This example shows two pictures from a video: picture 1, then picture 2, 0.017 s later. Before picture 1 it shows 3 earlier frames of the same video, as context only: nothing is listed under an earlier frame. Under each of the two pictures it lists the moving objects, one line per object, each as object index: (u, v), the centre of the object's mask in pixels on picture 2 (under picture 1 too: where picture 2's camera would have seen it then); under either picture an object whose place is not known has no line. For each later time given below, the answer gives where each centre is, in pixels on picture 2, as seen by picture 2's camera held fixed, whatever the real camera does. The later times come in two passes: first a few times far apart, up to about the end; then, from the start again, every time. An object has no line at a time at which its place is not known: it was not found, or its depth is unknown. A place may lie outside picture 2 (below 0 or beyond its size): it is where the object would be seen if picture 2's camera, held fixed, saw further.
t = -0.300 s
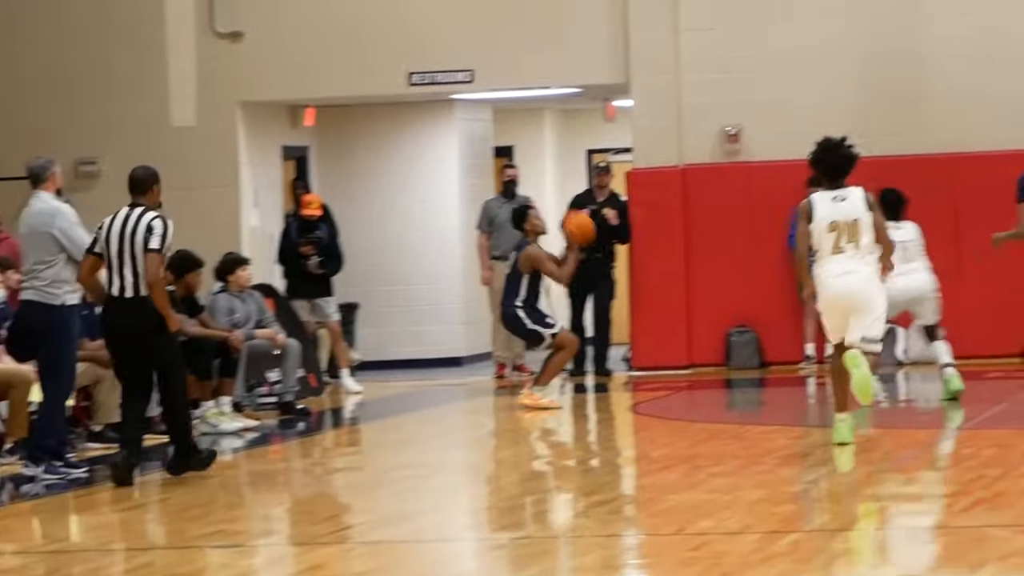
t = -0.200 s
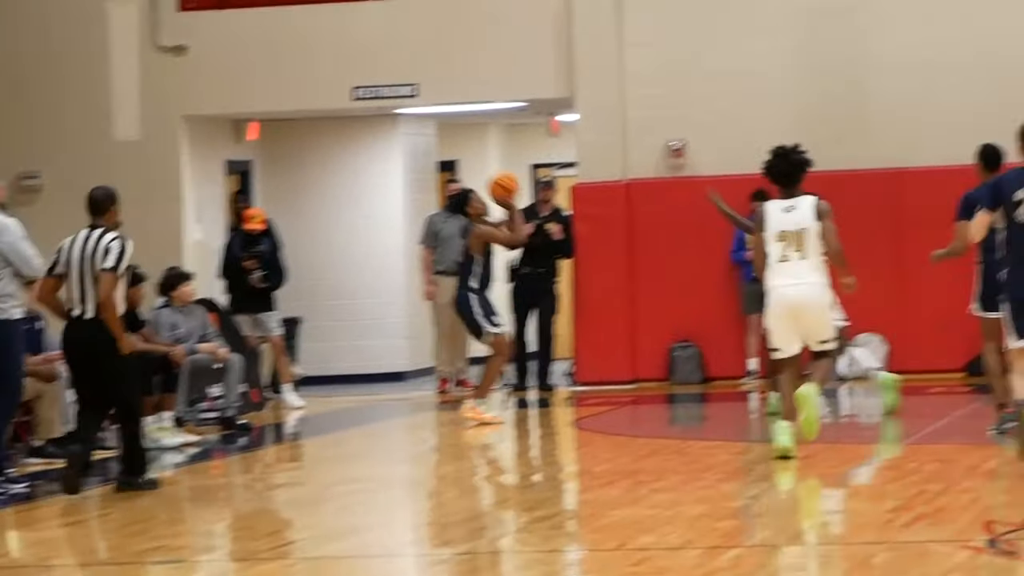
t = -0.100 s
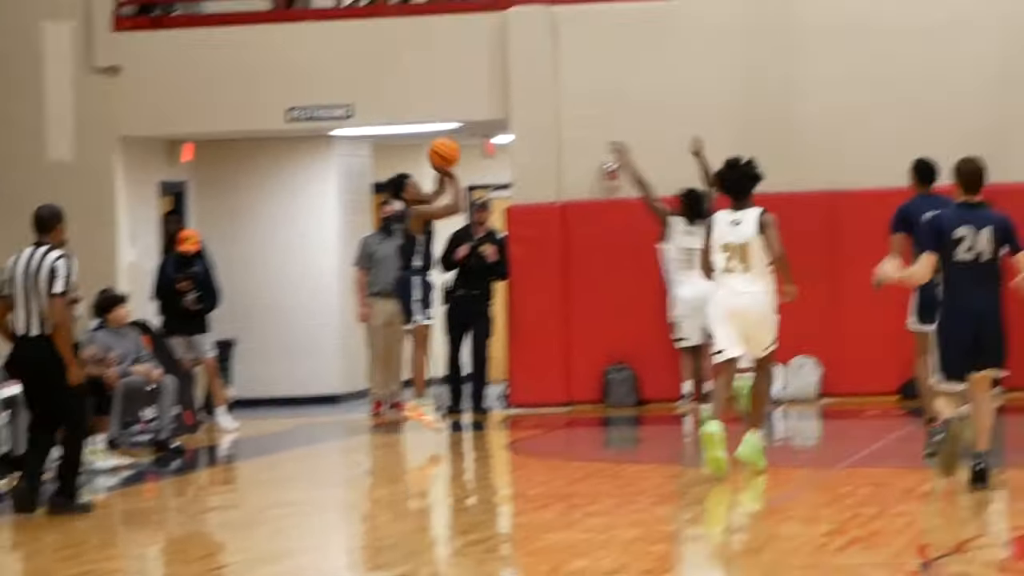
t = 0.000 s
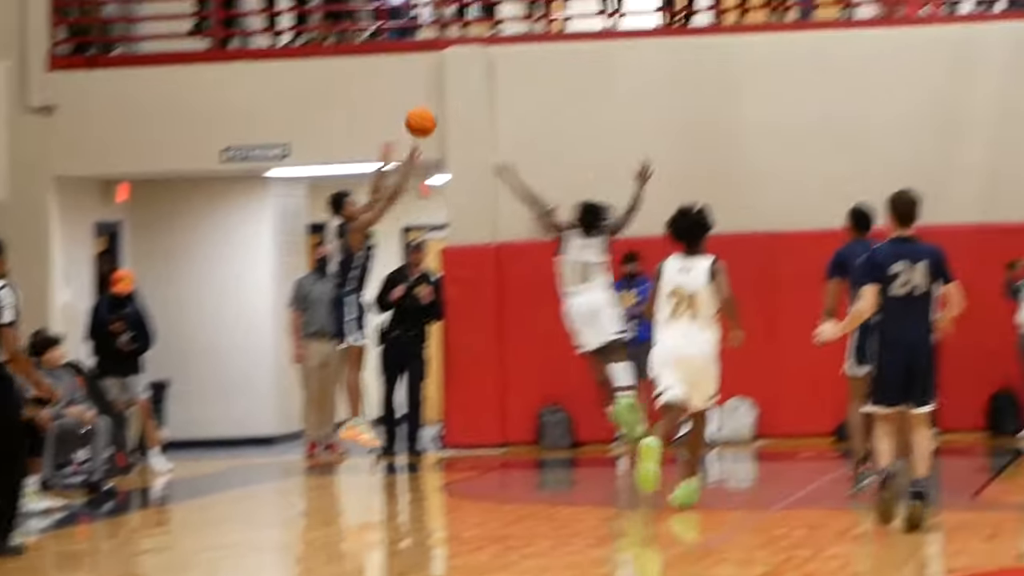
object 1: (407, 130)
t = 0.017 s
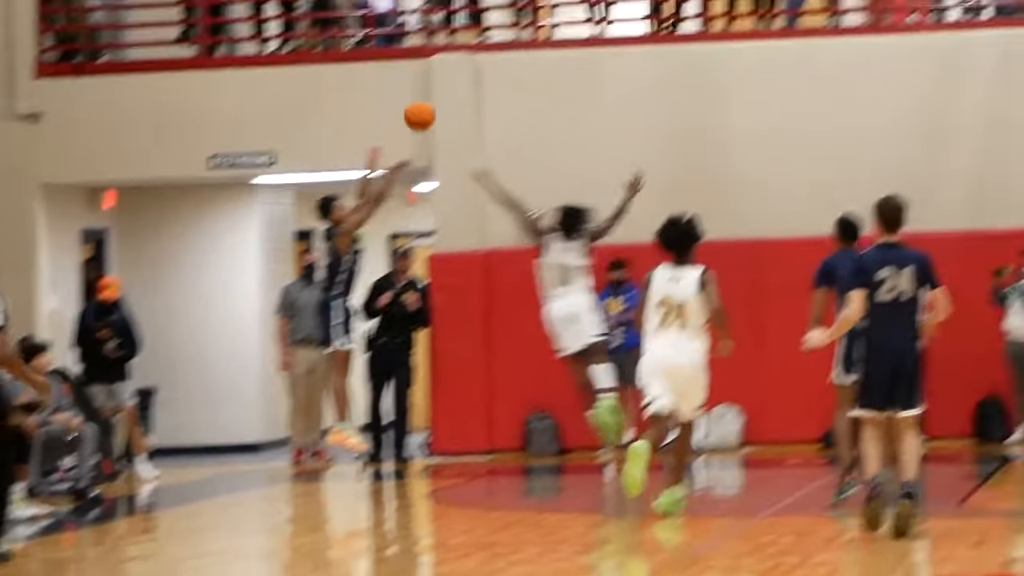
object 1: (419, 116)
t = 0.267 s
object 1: (598, -48)
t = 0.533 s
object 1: (786, -130)
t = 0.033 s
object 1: (431, 102)
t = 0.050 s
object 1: (442, 88)
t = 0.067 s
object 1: (454, 76)
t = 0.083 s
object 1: (466, 63)
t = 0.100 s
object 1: (477, 50)
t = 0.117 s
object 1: (489, 39)
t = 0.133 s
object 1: (502, 28)
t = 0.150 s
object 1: (514, 17)
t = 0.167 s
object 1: (526, 7)
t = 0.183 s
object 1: (538, -3)
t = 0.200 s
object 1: (550, -13)
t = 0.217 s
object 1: (563, -24)
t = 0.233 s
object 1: (575, -31)
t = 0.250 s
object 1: (587, -39)
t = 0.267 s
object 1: (598, -48)
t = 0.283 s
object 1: (609, -56)
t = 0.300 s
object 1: (621, -64)
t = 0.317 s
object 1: (632, -70)
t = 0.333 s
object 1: (644, -77)
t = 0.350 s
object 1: (656, -84)
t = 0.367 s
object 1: (666, -89)
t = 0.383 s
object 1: (678, -95)
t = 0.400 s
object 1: (689, -101)
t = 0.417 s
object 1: (701, -106)
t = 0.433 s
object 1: (713, -111)
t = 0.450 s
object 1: (724, -114)
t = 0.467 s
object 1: (737, -118)
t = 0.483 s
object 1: (750, -121)
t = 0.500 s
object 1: (762, -124)
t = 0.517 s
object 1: (774, -127)
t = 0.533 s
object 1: (786, -130)
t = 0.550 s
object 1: (799, -133)
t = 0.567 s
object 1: (811, -135)
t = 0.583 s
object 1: (822, -137)
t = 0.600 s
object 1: (835, -137)
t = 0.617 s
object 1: (846, -137)
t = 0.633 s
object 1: (858, -137)
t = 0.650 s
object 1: (869, -138)
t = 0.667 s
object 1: (881, -137)
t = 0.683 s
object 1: (892, -137)
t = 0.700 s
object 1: (902, -136)
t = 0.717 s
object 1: (913, -134)
